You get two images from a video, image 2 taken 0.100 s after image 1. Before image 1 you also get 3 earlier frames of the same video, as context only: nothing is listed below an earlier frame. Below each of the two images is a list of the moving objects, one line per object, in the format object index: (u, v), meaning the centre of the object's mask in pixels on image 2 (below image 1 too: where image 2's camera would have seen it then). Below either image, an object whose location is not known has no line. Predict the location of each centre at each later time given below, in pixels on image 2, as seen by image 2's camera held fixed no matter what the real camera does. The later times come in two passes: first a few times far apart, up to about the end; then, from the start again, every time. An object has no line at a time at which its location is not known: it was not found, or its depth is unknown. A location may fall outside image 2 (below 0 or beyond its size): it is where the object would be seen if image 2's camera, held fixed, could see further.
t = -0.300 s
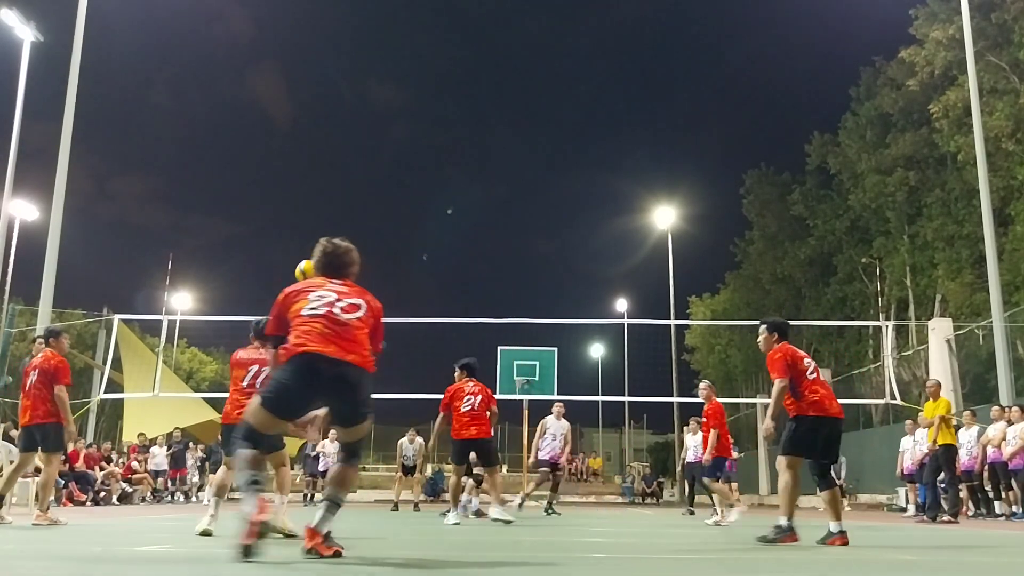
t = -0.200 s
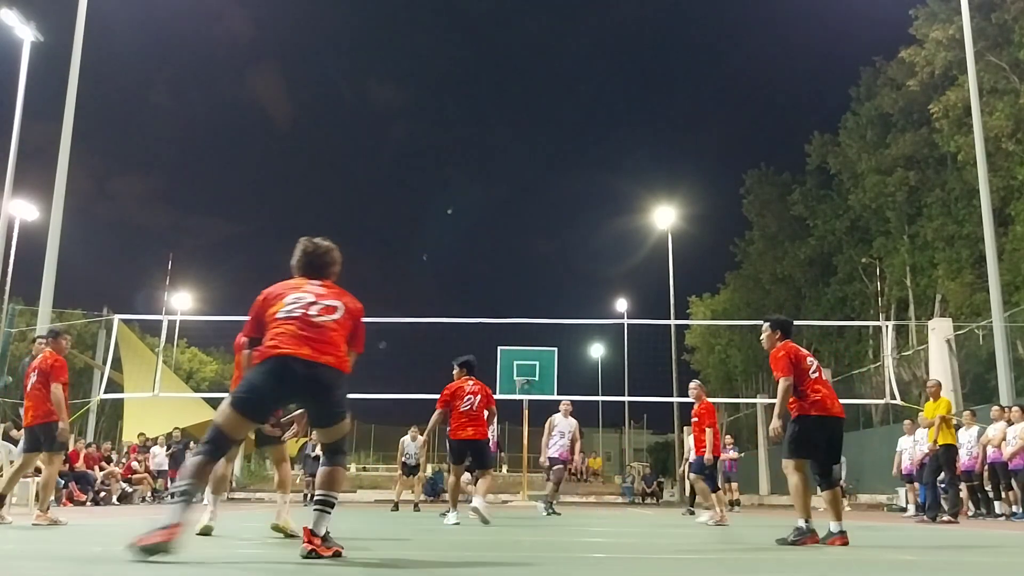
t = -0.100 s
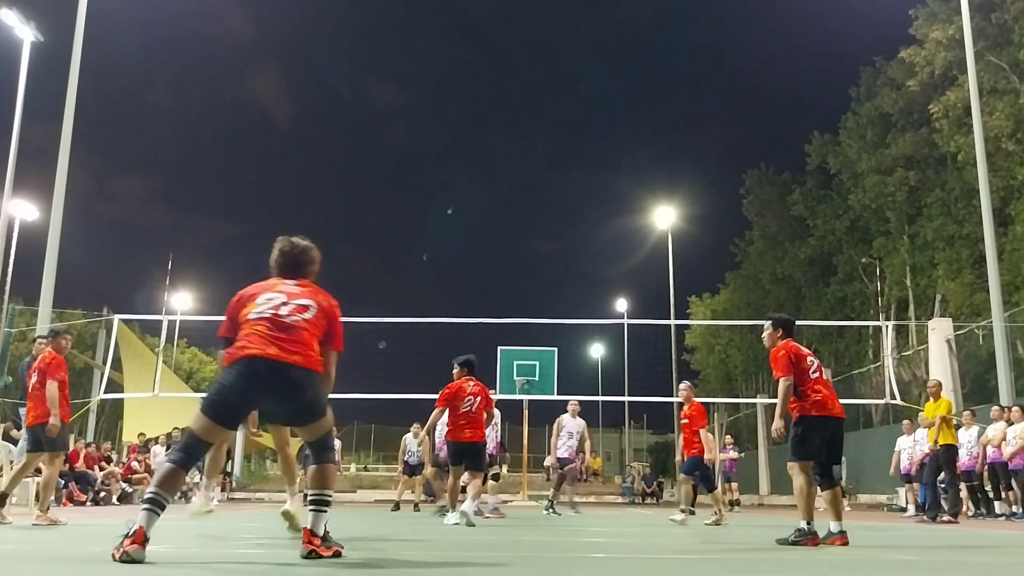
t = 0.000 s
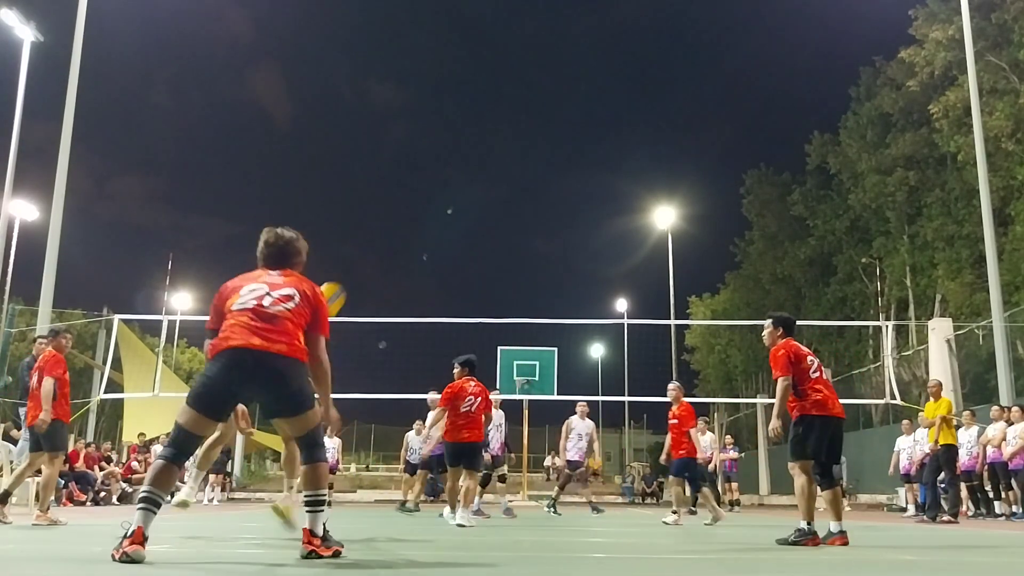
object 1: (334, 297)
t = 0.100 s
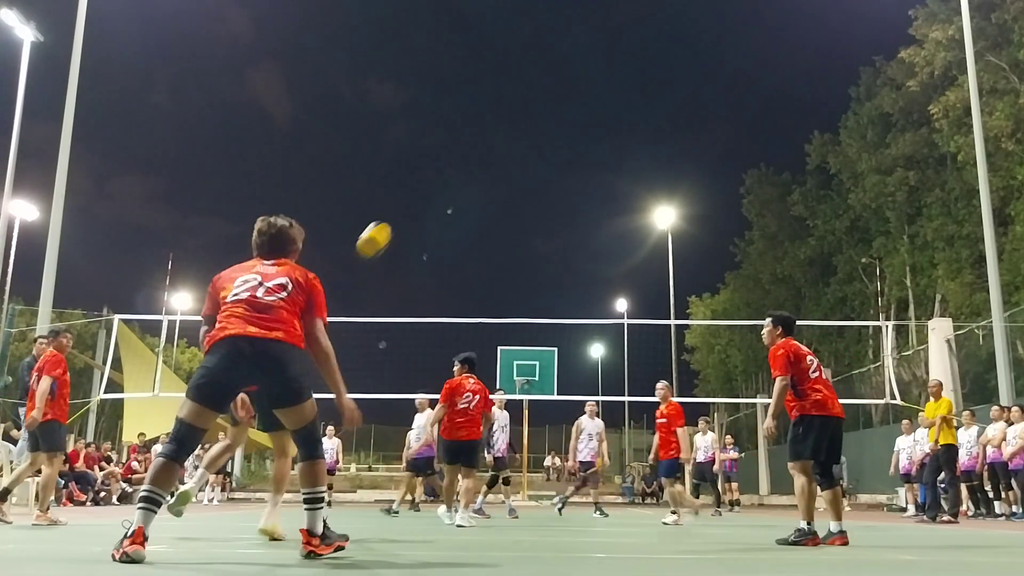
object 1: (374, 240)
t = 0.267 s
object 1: (442, 170)
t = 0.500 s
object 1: (519, 134)
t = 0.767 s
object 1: (589, 159)
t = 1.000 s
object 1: (641, 227)
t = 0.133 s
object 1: (389, 222)
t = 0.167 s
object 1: (404, 207)
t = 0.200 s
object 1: (417, 193)
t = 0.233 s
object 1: (430, 181)
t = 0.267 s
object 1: (442, 170)
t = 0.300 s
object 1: (455, 161)
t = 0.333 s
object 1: (466, 153)
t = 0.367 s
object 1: (477, 147)
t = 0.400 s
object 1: (488, 142)
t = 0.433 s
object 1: (498, 138)
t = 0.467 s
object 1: (509, 135)
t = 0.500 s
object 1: (519, 134)
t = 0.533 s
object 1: (528, 134)
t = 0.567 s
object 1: (538, 134)
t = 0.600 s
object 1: (547, 136)
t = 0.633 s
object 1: (556, 139)
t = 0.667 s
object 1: (564, 142)
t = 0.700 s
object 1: (573, 147)
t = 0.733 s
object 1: (581, 152)
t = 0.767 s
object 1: (589, 159)
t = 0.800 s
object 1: (597, 167)
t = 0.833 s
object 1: (605, 174)
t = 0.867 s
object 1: (612, 183)
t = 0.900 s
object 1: (619, 193)
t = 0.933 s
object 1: (627, 203)
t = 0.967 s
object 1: (634, 215)
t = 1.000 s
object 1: (641, 227)
